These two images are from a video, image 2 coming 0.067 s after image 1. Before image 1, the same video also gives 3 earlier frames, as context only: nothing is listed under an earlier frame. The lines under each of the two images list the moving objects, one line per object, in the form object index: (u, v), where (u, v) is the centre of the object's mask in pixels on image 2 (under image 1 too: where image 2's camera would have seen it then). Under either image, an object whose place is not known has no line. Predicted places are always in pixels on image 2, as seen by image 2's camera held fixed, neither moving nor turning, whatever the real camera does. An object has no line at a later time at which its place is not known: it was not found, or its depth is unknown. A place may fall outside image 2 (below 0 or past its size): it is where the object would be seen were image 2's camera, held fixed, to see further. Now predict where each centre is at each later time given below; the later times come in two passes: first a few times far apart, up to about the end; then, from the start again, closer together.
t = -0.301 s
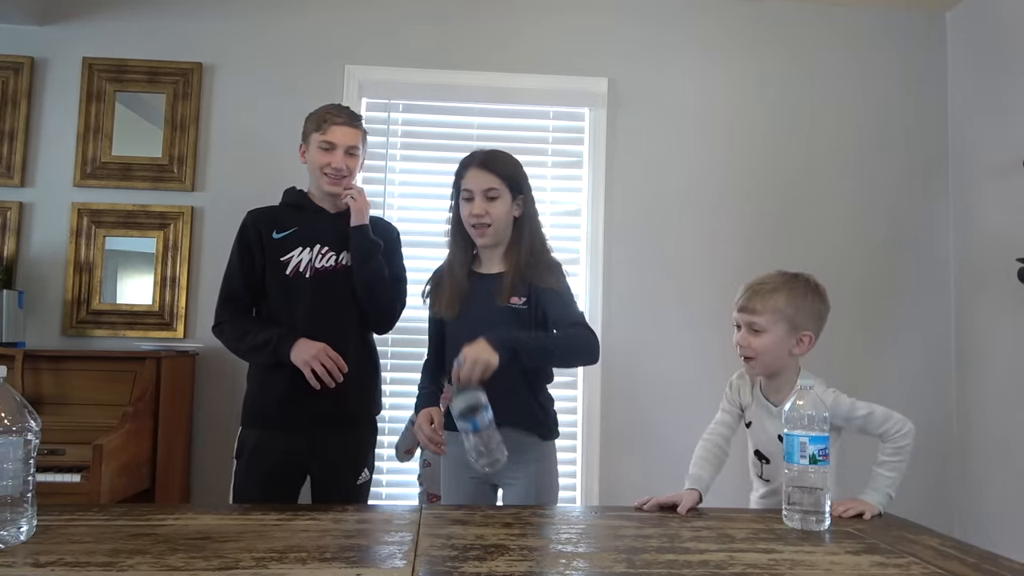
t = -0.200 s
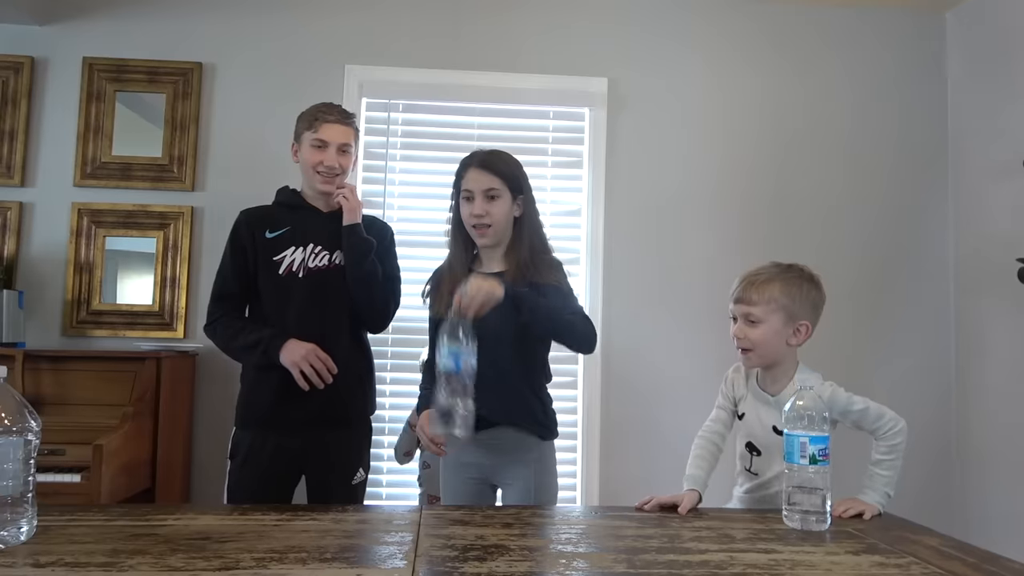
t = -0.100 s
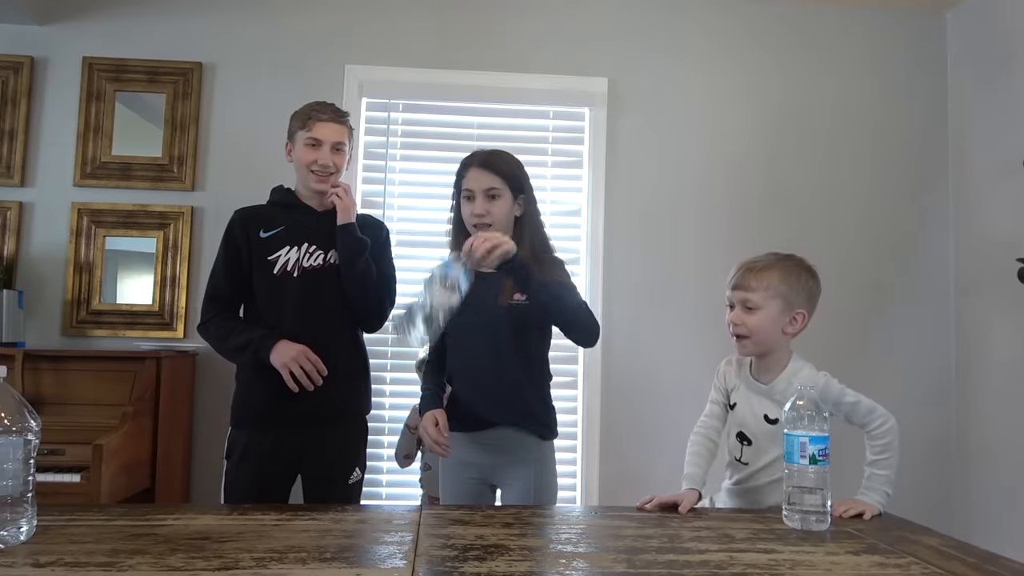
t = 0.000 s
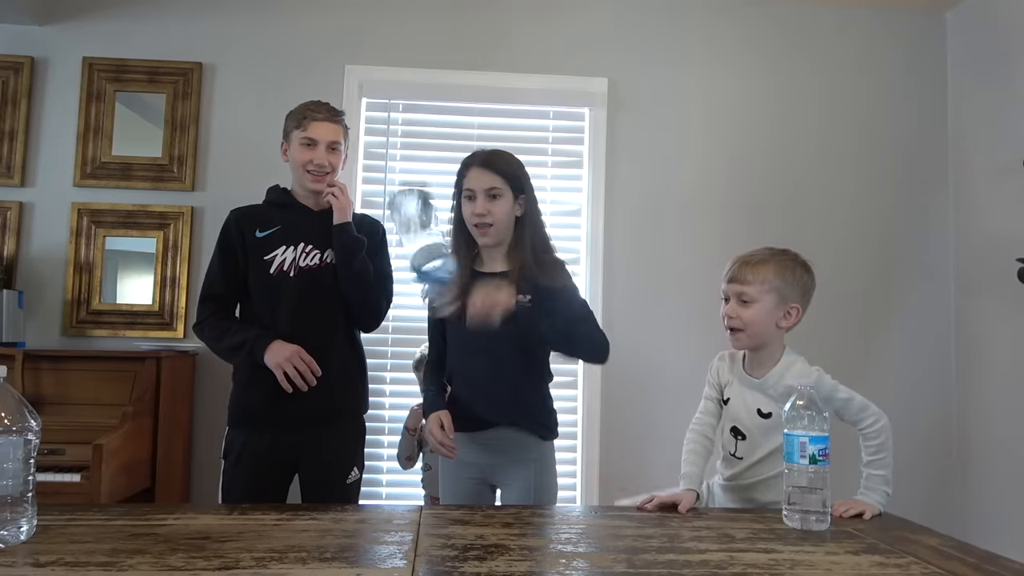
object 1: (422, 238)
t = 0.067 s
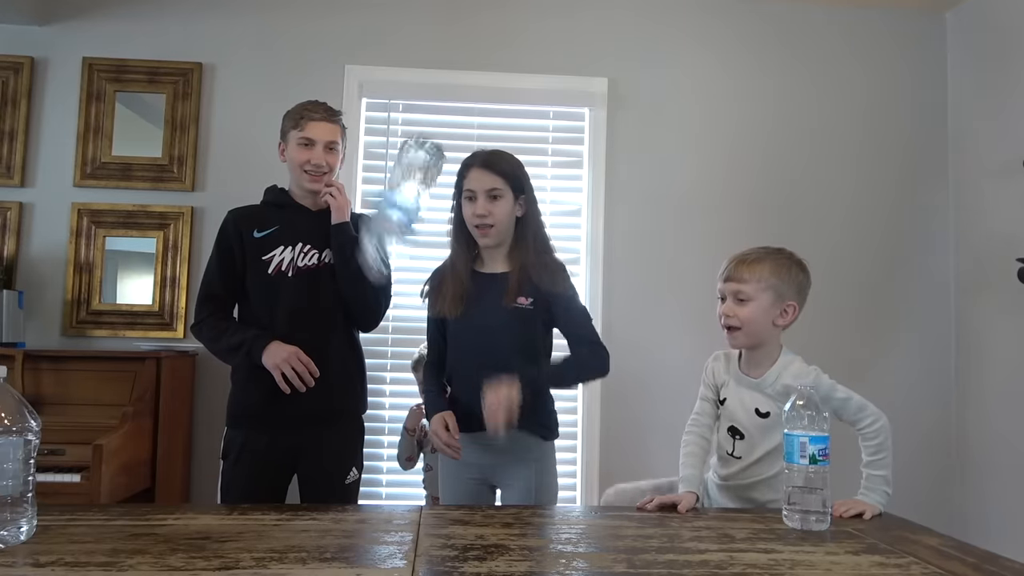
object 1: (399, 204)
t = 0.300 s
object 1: (413, 183)
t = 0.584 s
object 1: (431, 478)
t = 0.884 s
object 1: (456, 484)
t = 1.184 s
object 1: (414, 483)
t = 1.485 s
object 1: (424, 484)
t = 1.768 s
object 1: (425, 485)
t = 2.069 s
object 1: (425, 485)
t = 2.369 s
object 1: (425, 484)
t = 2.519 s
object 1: (425, 484)
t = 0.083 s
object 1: (399, 186)
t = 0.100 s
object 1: (405, 164)
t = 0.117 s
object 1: (407, 153)
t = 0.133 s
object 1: (407, 145)
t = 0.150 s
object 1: (404, 134)
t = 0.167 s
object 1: (405, 129)
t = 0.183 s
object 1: (405, 124)
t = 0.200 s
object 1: (406, 124)
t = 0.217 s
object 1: (408, 128)
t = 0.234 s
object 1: (410, 135)
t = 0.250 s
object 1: (411, 145)
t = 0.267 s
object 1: (412, 155)
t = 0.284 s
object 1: (413, 170)
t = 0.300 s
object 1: (413, 183)
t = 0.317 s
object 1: (414, 202)
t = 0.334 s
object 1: (415, 222)
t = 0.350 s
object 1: (415, 247)
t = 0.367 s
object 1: (415, 269)
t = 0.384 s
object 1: (415, 301)
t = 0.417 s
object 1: (416, 361)
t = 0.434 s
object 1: (416, 387)
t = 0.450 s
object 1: (416, 421)
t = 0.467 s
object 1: (413, 471)
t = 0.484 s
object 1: (413, 481)
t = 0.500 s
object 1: (414, 478)
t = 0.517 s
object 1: (418, 476)
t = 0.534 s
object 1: (422, 475)
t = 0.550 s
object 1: (426, 476)
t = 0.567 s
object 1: (428, 477)
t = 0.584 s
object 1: (431, 478)
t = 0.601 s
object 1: (434, 477)
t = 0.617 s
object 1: (436, 478)
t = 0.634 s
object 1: (438, 479)
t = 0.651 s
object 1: (440, 479)
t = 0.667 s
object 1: (441, 480)
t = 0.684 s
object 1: (443, 480)
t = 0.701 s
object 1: (444, 480)
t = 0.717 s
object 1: (445, 480)
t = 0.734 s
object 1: (447, 480)
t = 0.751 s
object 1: (448, 482)
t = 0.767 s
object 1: (449, 483)
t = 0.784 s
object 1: (451, 483)
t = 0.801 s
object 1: (452, 483)
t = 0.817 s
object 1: (453, 483)
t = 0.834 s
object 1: (454, 483)
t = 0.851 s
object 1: (455, 484)
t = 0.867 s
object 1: (456, 484)
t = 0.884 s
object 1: (456, 484)
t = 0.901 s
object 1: (456, 483)
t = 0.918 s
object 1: (456, 483)
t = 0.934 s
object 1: (455, 483)
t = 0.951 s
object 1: (454, 483)
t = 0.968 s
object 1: (452, 483)
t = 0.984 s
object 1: (450, 482)
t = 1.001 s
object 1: (447, 482)
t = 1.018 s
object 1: (444, 481)
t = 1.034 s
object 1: (440, 482)
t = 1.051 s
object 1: (434, 481)
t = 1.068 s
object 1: (429, 482)
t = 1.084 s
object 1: (421, 483)
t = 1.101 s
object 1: (416, 483)
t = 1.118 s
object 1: (412, 483)
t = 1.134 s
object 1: (411, 483)
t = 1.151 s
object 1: (411, 483)
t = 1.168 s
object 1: (412, 484)
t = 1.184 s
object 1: (414, 483)
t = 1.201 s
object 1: (416, 484)
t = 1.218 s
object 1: (416, 483)
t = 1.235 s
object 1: (413, 485)
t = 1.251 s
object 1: (411, 484)
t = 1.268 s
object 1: (409, 484)
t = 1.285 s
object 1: (410, 484)
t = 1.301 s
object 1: (411, 485)
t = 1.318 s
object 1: (414, 485)
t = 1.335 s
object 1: (418, 485)
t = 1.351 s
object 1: (421, 484)
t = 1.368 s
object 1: (423, 485)
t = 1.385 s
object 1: (424, 484)
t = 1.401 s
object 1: (424, 484)
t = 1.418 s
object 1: (423, 484)
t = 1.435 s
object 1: (423, 485)
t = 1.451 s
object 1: (423, 484)
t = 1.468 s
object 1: (423, 485)
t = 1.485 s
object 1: (424, 484)
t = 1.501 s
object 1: (425, 484)
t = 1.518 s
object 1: (425, 484)
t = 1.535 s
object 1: (425, 484)
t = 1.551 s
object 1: (425, 484)
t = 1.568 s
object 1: (425, 485)
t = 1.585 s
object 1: (425, 485)
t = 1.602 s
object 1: (425, 485)
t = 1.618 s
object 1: (425, 485)
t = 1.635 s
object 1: (425, 485)
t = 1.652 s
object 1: (425, 485)
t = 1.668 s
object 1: (425, 485)
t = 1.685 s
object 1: (425, 484)
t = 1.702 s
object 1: (424, 484)
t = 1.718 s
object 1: (425, 485)
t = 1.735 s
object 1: (425, 485)
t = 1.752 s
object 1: (425, 485)
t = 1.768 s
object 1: (425, 485)
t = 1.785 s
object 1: (425, 485)
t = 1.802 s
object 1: (425, 485)
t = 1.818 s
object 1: (425, 485)
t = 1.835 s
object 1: (425, 485)
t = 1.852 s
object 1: (425, 485)
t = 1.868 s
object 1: (425, 485)
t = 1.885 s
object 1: (425, 485)
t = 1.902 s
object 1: (425, 485)
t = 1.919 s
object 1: (425, 485)
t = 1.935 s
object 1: (425, 485)
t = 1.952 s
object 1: (425, 485)
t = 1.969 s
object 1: (425, 485)
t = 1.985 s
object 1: (425, 485)
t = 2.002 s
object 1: (425, 485)
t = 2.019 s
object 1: (425, 485)
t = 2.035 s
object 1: (425, 485)
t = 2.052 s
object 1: (425, 485)
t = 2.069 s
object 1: (425, 485)
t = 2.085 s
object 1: (425, 485)
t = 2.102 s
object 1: (425, 485)
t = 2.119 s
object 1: (425, 485)
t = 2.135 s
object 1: (425, 485)
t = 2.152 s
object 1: (425, 485)
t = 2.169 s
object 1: (425, 485)
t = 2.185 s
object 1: (425, 485)
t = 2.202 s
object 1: (425, 485)
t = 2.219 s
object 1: (425, 485)
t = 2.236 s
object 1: (425, 484)
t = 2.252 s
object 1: (425, 484)
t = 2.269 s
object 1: (425, 485)
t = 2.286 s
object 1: (425, 485)
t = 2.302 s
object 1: (425, 484)
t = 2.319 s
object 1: (425, 485)
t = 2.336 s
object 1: (425, 485)
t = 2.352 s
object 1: (425, 484)
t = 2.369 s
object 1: (425, 484)
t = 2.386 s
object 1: (425, 485)
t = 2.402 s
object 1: (425, 484)
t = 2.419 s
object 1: (425, 484)
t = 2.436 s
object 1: (425, 484)
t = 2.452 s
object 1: (425, 484)
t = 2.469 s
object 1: (425, 484)
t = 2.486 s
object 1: (425, 484)
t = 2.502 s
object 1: (425, 484)
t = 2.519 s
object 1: (425, 484)
